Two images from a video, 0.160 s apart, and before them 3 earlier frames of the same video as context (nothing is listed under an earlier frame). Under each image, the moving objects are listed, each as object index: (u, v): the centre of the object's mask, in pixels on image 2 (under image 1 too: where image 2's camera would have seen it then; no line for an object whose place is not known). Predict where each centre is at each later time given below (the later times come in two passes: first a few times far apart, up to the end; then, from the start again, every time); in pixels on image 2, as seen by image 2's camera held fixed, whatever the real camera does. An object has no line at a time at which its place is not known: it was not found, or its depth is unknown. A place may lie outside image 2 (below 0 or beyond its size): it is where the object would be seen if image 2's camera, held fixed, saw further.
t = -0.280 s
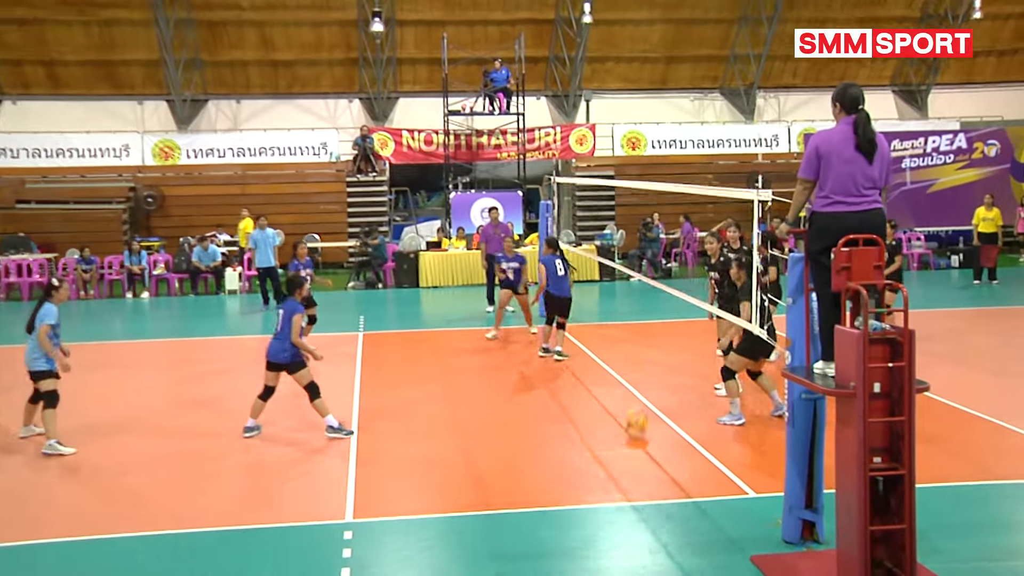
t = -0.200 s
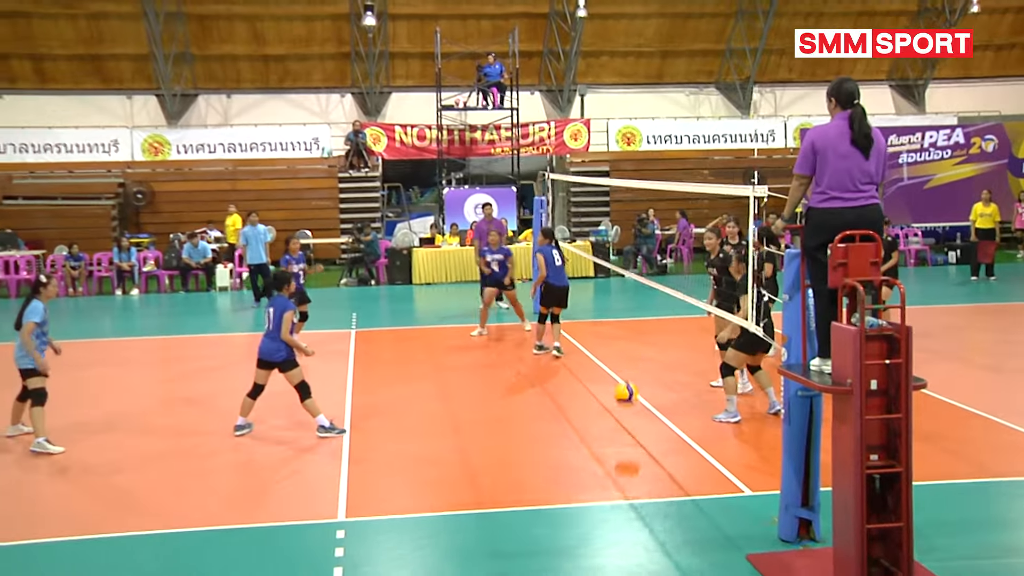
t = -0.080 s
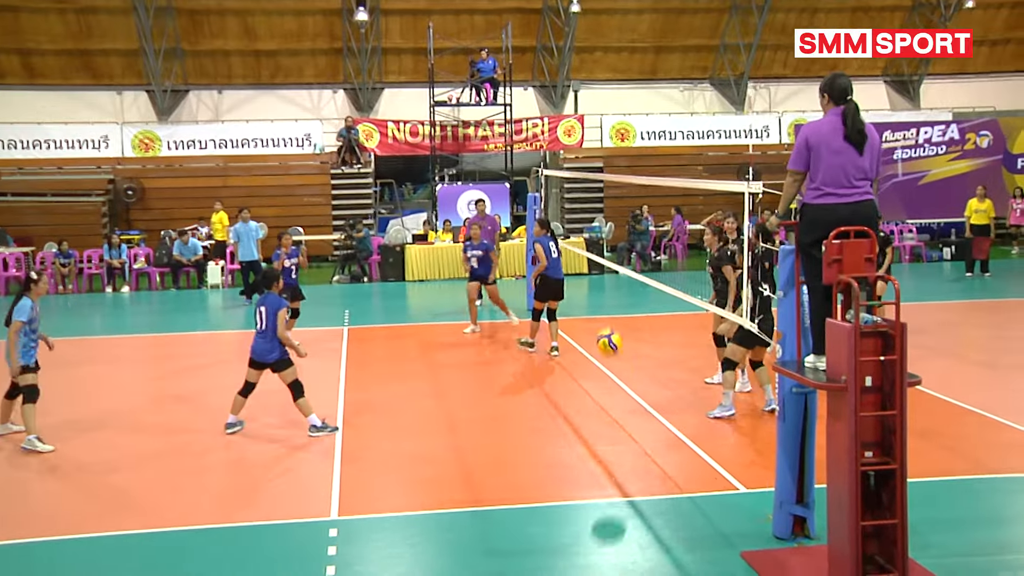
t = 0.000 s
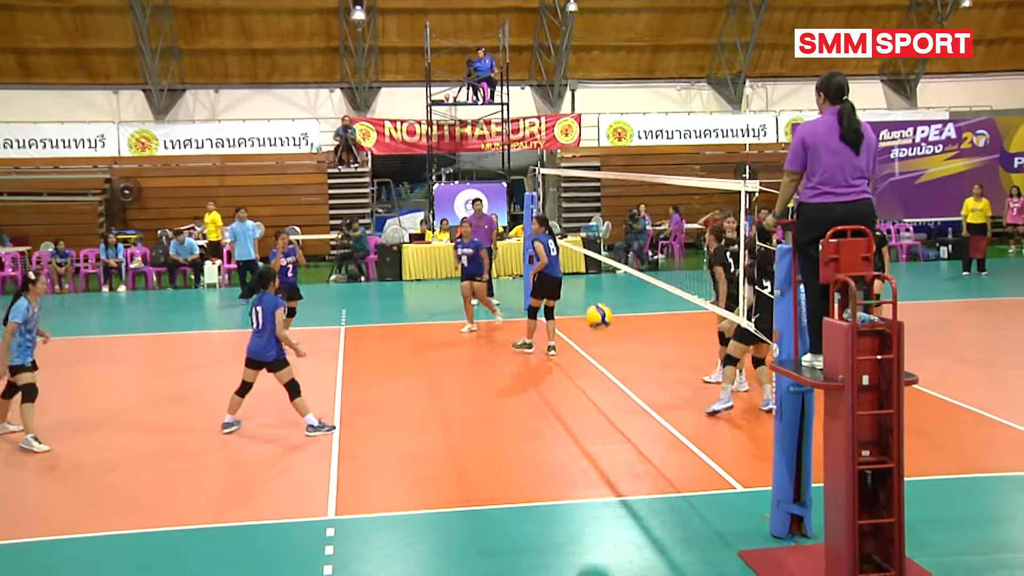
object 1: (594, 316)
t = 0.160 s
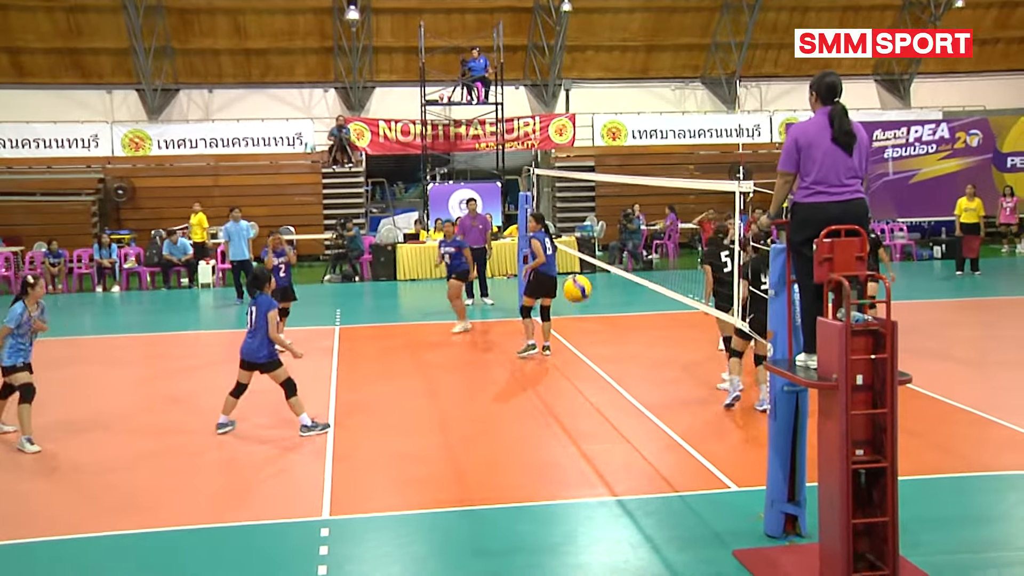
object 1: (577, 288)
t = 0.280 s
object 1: (563, 288)
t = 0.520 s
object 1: (534, 354)
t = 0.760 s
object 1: (504, 533)
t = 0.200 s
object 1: (572, 286)
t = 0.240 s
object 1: (567, 286)
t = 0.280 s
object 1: (563, 288)
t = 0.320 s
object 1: (558, 292)
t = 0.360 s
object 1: (553, 300)
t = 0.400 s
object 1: (548, 309)
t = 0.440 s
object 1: (543, 321)
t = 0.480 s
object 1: (538, 335)
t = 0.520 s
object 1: (534, 354)
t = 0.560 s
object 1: (529, 375)
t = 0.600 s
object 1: (523, 398)
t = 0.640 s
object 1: (519, 427)
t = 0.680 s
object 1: (514, 458)
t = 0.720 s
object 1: (509, 494)
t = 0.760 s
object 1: (504, 533)
